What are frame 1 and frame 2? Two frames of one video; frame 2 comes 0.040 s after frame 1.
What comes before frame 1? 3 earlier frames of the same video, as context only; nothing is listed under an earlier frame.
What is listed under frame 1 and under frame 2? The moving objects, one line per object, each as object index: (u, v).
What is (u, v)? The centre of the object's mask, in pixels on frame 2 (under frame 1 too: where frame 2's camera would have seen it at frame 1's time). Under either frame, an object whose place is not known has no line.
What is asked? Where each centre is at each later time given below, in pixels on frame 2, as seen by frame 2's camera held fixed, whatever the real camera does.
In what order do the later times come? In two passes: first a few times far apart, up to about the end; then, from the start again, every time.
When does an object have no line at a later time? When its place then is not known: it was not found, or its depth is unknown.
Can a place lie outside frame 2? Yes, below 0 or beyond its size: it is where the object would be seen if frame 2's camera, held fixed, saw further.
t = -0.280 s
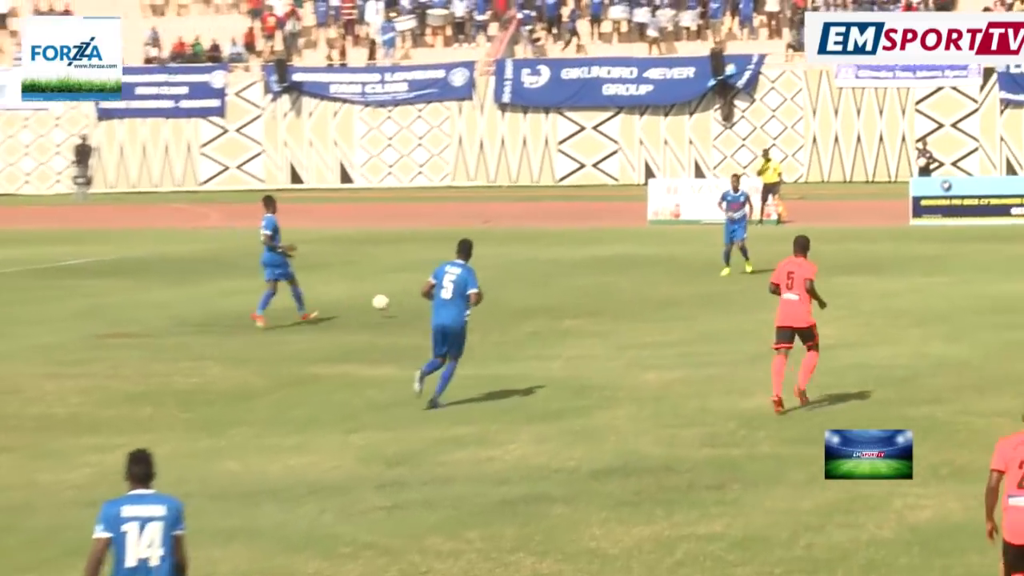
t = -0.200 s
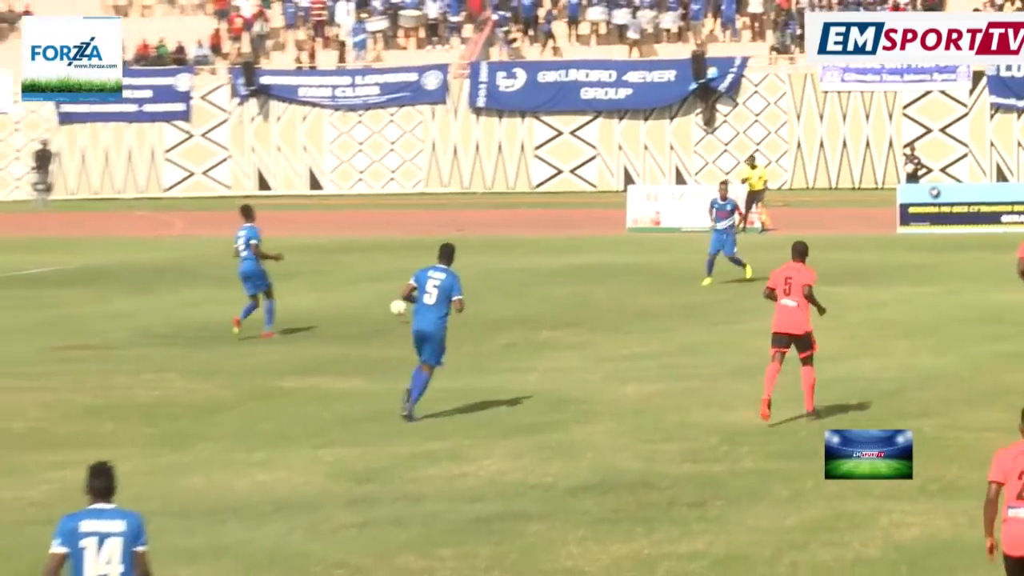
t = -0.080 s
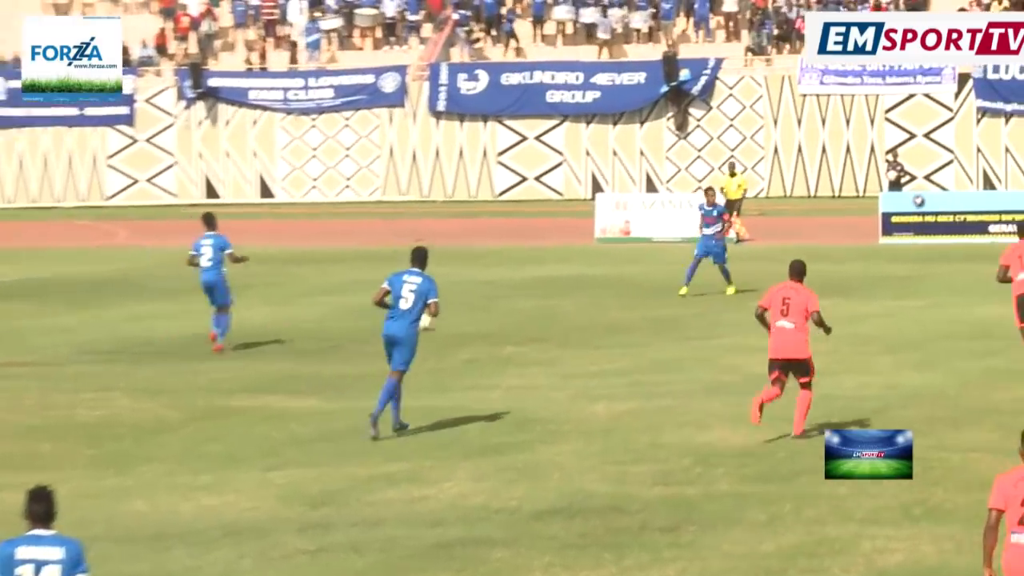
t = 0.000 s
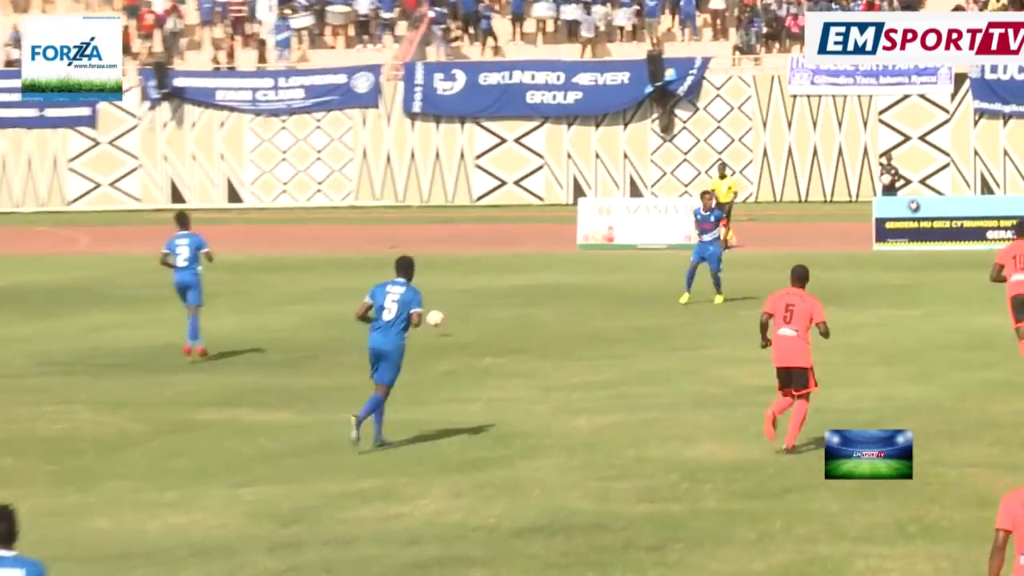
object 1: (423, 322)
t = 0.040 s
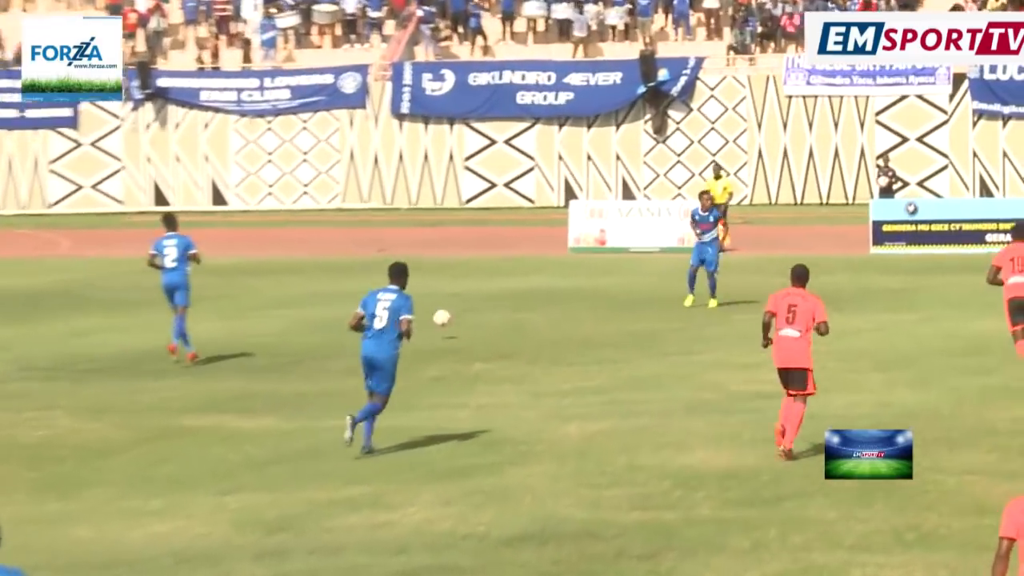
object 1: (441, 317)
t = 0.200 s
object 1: (512, 313)
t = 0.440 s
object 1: (602, 308)
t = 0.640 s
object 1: (669, 298)
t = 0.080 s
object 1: (459, 314)
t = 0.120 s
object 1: (476, 311)
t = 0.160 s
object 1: (494, 312)
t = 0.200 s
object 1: (512, 313)
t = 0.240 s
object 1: (529, 315)
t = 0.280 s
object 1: (546, 317)
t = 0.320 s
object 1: (561, 314)
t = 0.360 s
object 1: (575, 310)
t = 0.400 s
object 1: (589, 309)
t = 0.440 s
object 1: (602, 308)
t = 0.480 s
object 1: (616, 309)
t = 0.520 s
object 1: (629, 310)
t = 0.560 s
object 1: (642, 305)
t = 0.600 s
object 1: (656, 302)
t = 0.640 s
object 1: (669, 298)
